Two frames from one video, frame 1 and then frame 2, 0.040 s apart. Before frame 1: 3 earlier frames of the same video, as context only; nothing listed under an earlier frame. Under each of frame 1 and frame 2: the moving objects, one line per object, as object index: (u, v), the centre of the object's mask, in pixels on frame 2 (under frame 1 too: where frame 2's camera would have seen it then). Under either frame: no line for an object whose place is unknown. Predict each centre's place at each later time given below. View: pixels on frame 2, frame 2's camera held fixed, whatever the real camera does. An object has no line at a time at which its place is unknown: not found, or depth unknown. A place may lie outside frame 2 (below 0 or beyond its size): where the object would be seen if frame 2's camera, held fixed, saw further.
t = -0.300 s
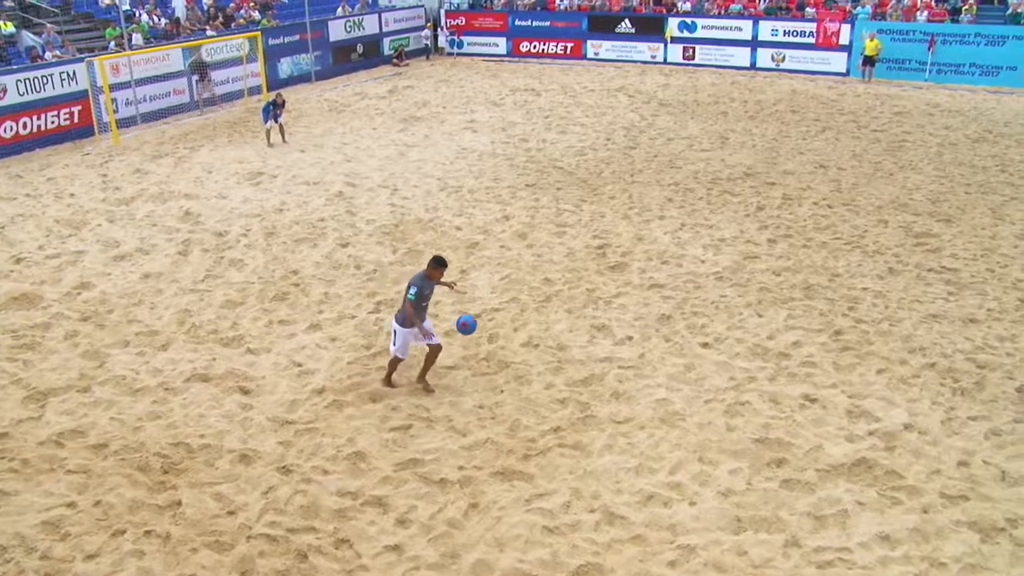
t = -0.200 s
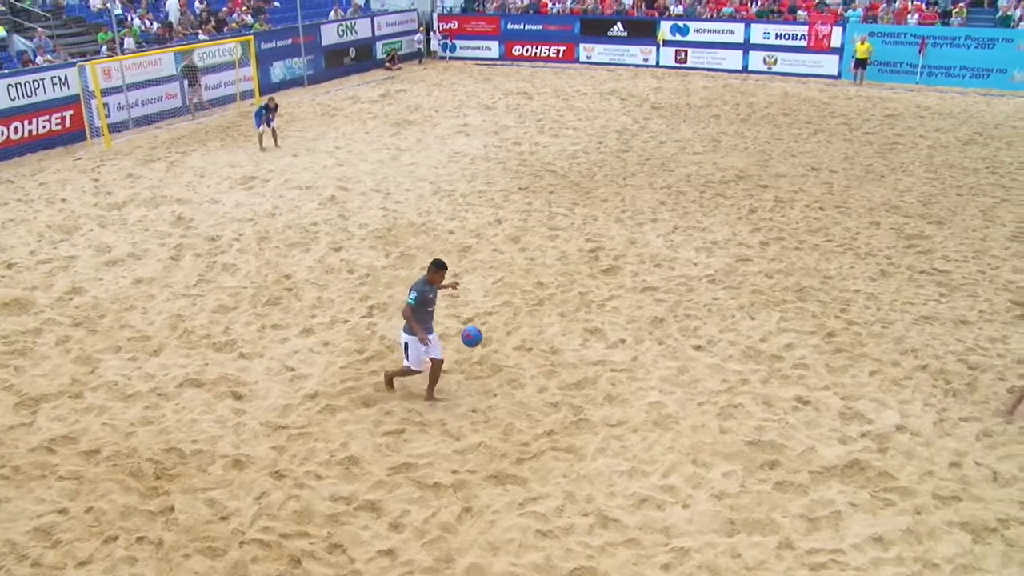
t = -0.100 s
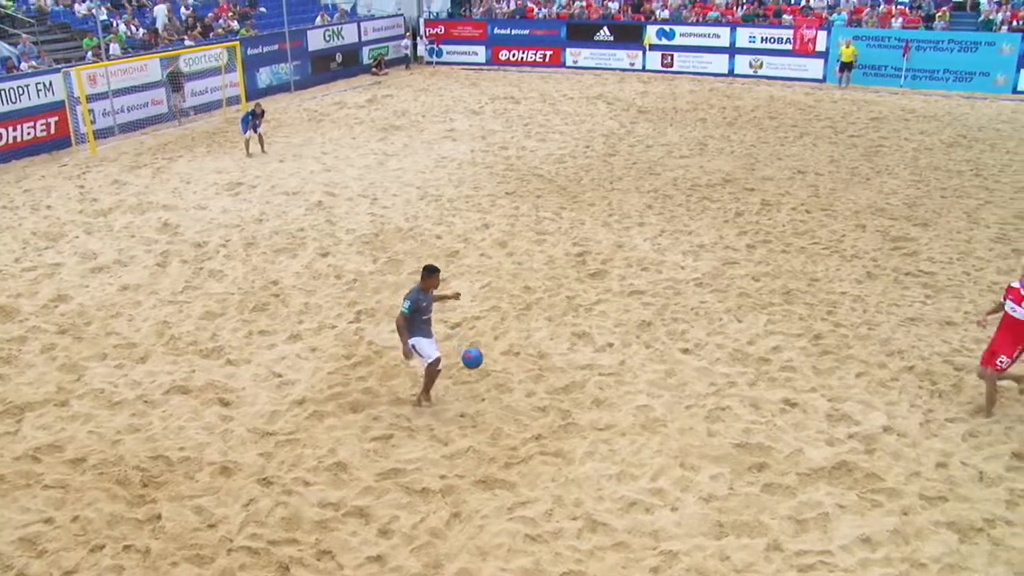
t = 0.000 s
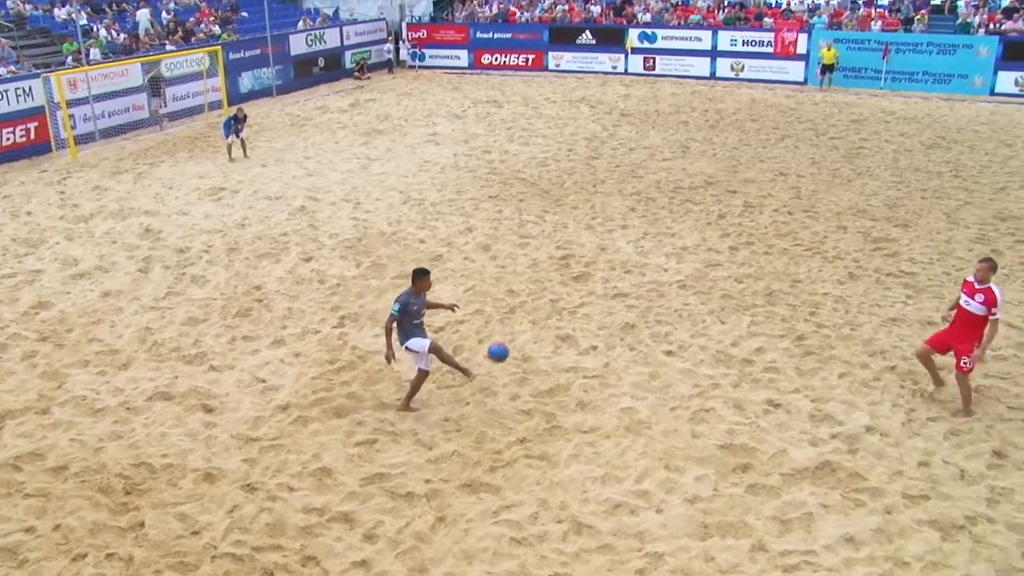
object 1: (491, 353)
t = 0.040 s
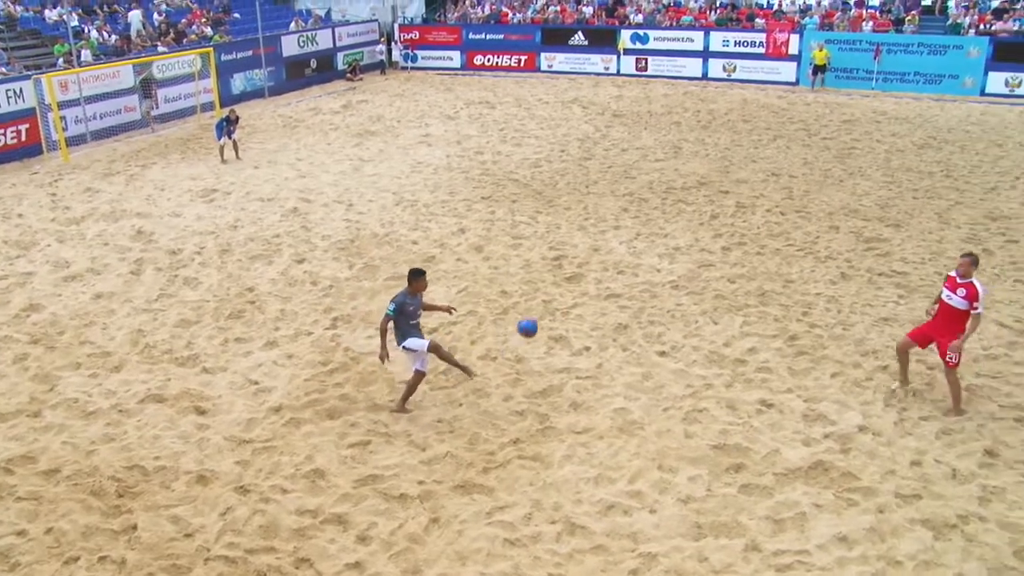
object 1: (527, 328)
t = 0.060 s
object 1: (545, 315)
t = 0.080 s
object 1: (564, 303)
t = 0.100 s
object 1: (582, 291)
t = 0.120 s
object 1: (599, 280)
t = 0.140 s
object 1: (617, 270)
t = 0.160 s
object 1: (634, 258)
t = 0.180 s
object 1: (652, 249)
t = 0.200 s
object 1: (670, 239)
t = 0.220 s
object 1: (686, 230)
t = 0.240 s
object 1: (703, 221)
